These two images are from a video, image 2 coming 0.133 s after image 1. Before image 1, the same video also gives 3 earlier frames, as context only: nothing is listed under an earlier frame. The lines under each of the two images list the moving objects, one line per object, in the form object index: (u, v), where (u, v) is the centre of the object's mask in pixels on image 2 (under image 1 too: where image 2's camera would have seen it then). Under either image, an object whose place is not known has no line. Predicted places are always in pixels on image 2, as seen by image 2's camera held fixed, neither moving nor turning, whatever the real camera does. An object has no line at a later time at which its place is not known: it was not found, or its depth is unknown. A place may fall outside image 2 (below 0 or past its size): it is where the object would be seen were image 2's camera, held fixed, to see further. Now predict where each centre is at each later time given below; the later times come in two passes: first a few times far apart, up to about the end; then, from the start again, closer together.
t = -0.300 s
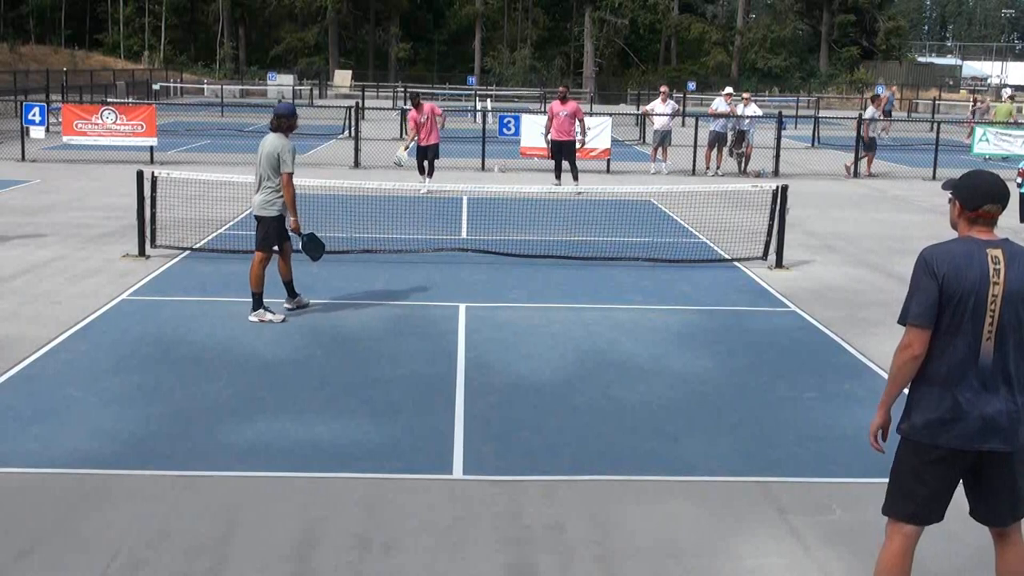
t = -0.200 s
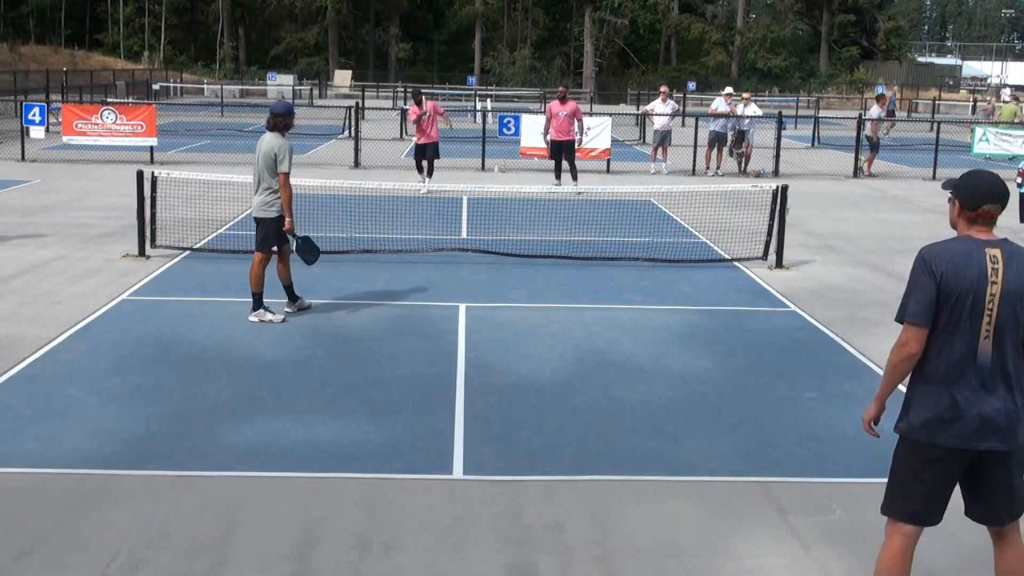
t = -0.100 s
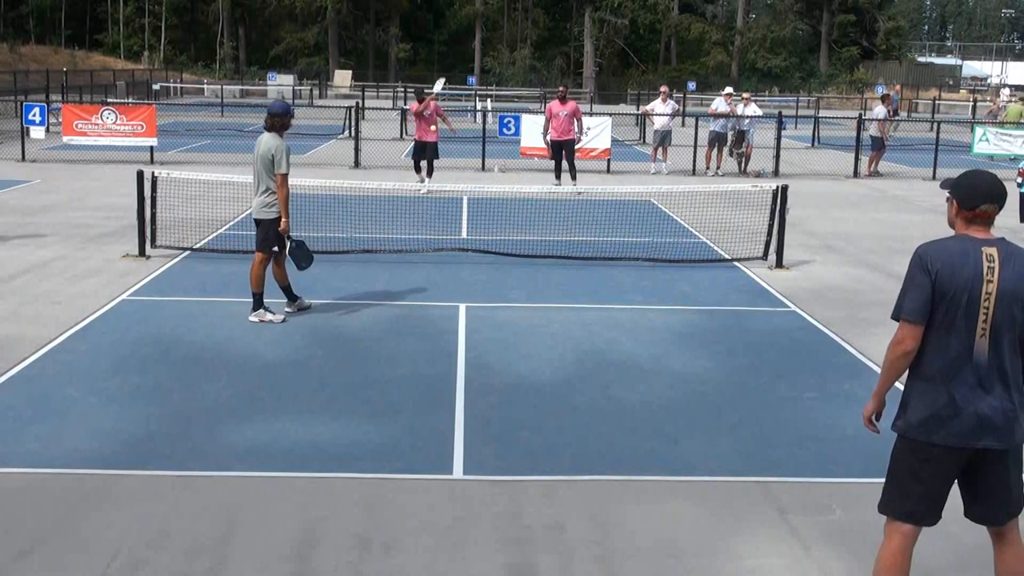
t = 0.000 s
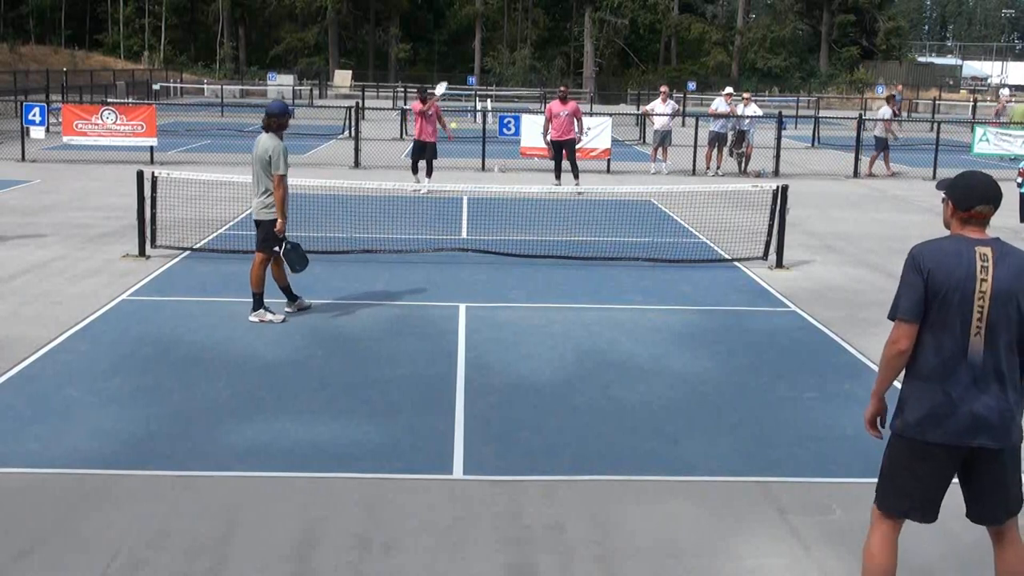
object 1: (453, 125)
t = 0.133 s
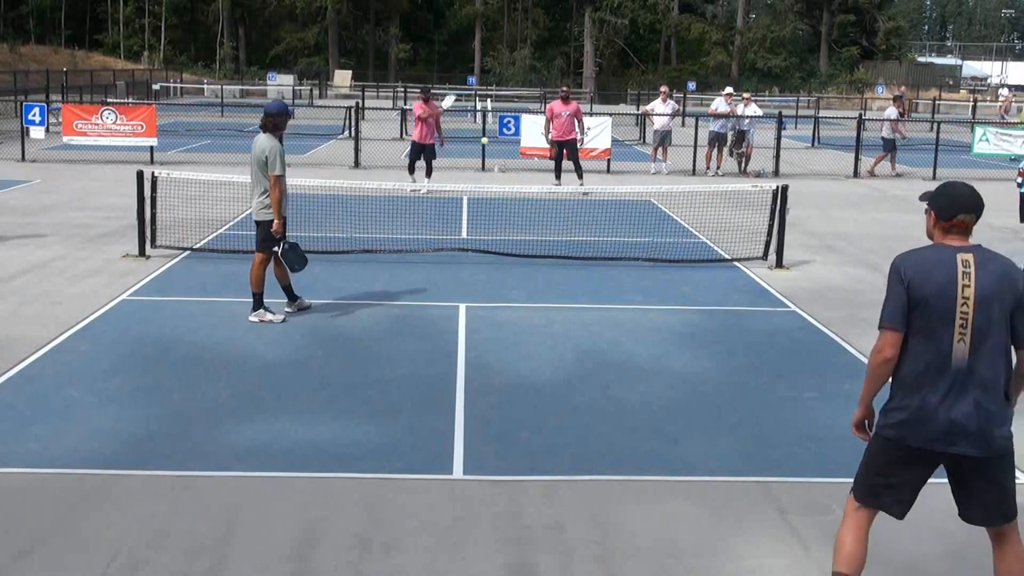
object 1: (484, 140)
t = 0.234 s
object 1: (511, 169)
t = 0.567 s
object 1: (621, 337)
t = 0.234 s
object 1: (511, 169)
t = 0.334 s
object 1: (541, 217)
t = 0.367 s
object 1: (551, 237)
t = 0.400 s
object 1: (562, 260)
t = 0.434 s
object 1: (574, 287)
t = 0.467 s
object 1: (586, 316)
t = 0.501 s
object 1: (599, 349)
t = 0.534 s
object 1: (609, 342)
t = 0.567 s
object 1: (621, 337)
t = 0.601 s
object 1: (633, 333)
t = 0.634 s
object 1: (645, 331)
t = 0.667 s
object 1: (658, 331)
